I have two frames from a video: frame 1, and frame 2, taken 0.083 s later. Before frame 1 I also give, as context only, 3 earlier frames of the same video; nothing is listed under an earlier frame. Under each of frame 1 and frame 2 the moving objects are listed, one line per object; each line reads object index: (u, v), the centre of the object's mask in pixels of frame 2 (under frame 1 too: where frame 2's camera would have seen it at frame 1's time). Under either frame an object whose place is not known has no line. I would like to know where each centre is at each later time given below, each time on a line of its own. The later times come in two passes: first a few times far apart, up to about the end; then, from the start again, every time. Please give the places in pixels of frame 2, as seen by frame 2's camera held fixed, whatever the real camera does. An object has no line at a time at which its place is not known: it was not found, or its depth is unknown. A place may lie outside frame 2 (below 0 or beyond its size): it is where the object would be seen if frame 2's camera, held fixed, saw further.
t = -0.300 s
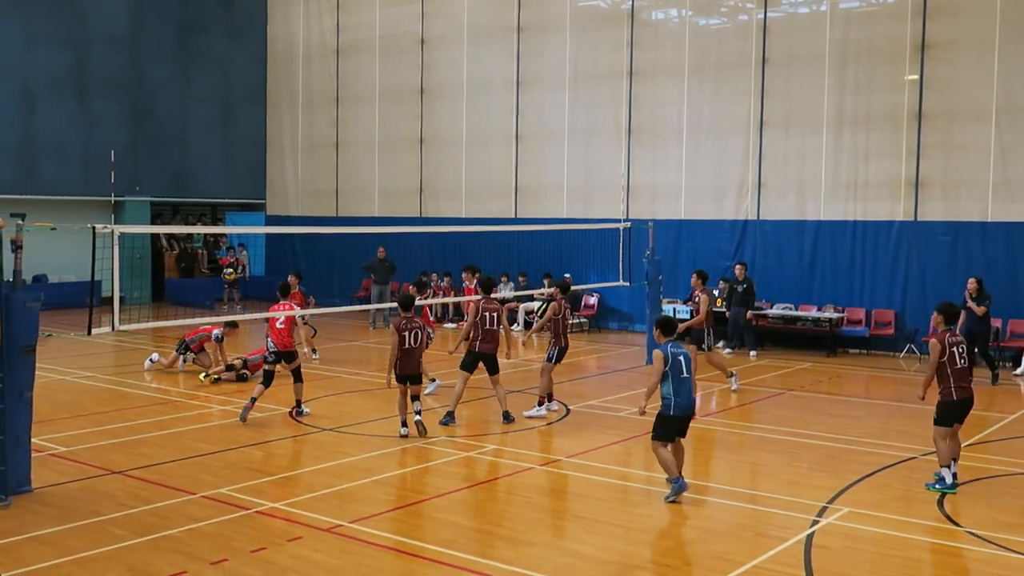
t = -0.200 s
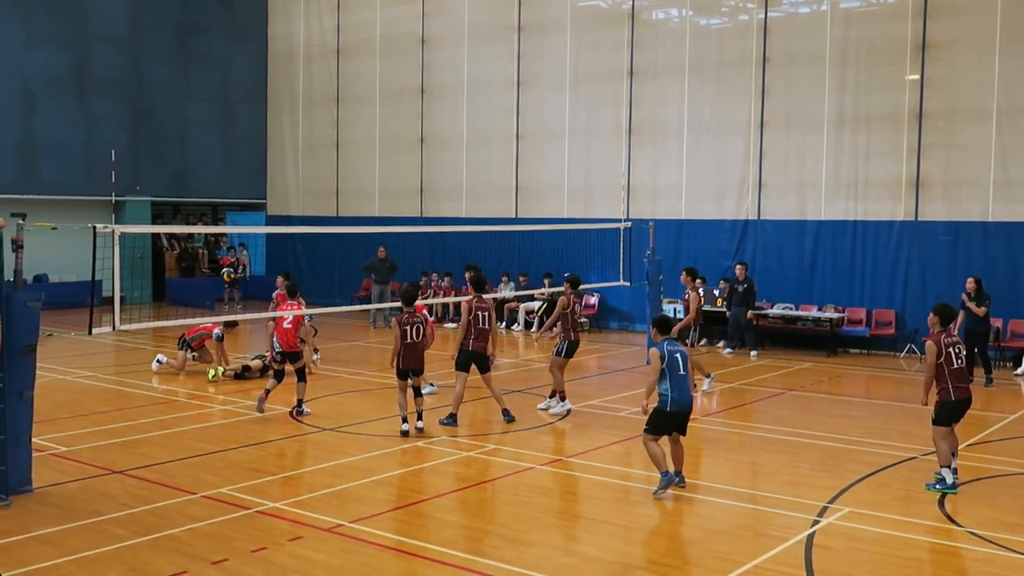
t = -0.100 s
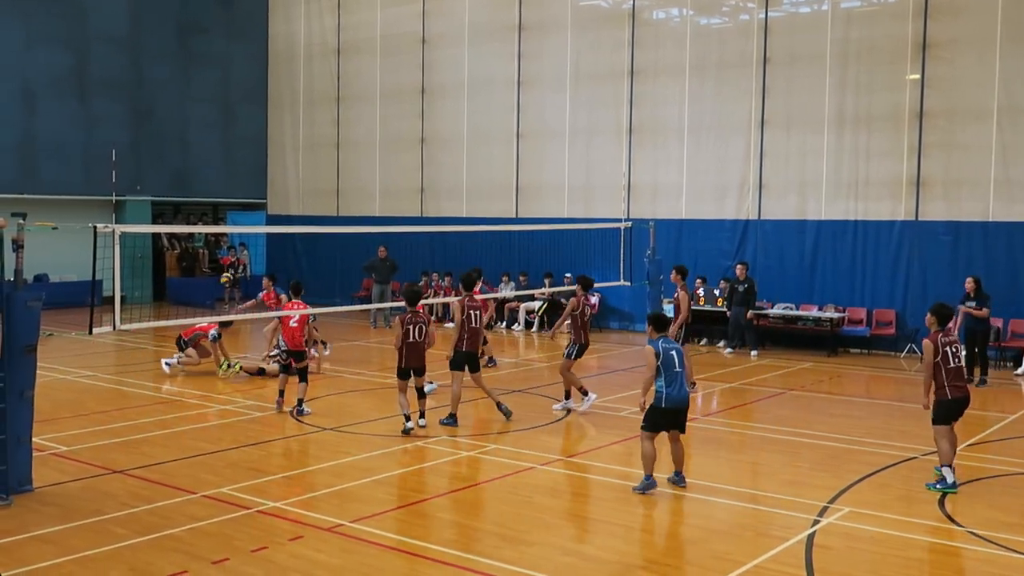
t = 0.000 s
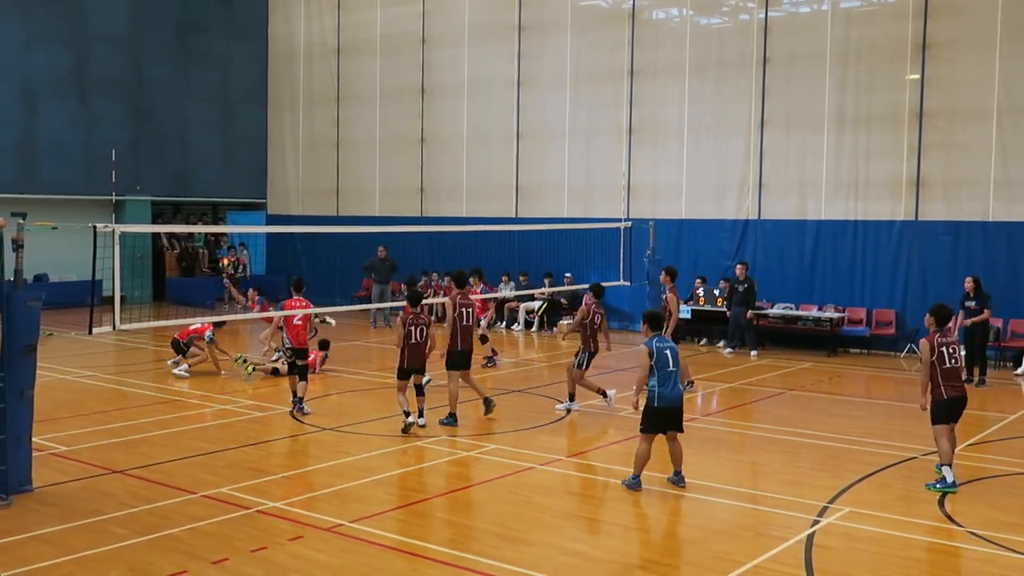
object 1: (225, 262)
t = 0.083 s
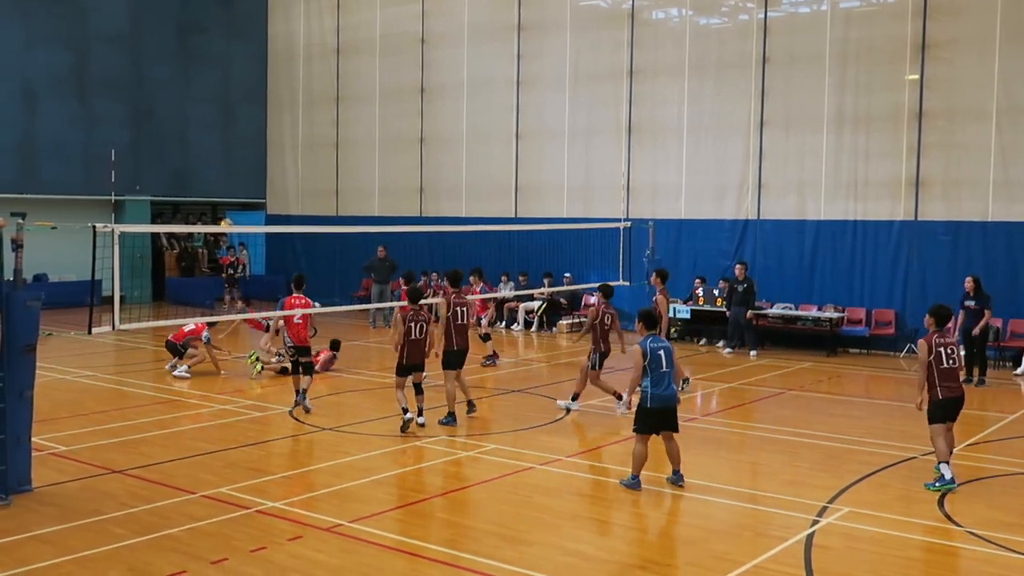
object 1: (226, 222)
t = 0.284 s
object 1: (229, 145)
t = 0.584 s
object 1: (232, 66)
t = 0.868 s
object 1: (235, 44)
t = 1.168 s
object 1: (240, 86)
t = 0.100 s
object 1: (226, 218)
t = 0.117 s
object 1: (227, 210)
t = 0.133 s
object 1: (227, 203)
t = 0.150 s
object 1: (227, 196)
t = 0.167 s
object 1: (228, 189)
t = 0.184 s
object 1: (228, 183)
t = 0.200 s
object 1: (229, 176)
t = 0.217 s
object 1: (229, 170)
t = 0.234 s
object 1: (229, 163)
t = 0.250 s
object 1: (229, 157)
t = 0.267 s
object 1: (229, 151)
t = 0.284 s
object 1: (229, 145)
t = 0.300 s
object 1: (230, 140)
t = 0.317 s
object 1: (230, 134)
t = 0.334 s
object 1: (230, 128)
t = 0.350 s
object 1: (230, 123)
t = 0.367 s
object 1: (231, 117)
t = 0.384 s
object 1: (231, 112)
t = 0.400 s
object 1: (231, 108)
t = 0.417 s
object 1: (231, 103)
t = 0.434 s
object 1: (231, 99)
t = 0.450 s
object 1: (231, 94)
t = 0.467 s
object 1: (231, 90)
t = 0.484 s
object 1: (231, 86)
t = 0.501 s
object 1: (231, 82)
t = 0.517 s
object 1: (231, 79)
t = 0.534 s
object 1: (231, 75)
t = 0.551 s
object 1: (231, 72)
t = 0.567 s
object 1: (232, 69)
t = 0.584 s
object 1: (232, 66)
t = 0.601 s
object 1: (232, 63)
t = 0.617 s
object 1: (232, 61)
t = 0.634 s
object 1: (232, 59)
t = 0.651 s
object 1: (233, 56)
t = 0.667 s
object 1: (232, 54)
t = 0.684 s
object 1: (233, 52)
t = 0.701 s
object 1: (233, 51)
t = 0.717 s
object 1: (233, 49)
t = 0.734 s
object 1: (233, 48)
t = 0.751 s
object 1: (233, 47)
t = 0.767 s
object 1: (233, 46)
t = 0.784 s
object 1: (233, 45)
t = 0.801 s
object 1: (234, 44)
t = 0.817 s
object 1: (234, 44)
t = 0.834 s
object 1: (234, 44)
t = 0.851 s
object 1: (234, 44)
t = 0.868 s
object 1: (235, 44)
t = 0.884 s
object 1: (235, 45)
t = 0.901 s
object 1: (235, 45)
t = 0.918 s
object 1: (235, 47)
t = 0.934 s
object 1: (235, 48)
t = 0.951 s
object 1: (235, 48)
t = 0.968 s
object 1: (236, 50)
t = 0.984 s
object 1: (236, 52)
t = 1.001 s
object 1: (237, 54)
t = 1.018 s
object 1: (237, 57)
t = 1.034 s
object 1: (238, 59)
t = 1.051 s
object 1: (238, 62)
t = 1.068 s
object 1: (238, 65)
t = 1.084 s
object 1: (238, 68)
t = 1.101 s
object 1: (238, 71)
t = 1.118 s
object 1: (239, 75)
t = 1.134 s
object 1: (239, 78)
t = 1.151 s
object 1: (239, 82)
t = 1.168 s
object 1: (240, 86)
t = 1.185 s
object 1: (240, 90)
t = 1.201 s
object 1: (241, 95)
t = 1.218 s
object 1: (241, 100)
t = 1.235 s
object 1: (241, 106)
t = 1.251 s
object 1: (242, 111)
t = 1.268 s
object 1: (242, 116)
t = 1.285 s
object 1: (243, 122)
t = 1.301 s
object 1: (243, 128)
